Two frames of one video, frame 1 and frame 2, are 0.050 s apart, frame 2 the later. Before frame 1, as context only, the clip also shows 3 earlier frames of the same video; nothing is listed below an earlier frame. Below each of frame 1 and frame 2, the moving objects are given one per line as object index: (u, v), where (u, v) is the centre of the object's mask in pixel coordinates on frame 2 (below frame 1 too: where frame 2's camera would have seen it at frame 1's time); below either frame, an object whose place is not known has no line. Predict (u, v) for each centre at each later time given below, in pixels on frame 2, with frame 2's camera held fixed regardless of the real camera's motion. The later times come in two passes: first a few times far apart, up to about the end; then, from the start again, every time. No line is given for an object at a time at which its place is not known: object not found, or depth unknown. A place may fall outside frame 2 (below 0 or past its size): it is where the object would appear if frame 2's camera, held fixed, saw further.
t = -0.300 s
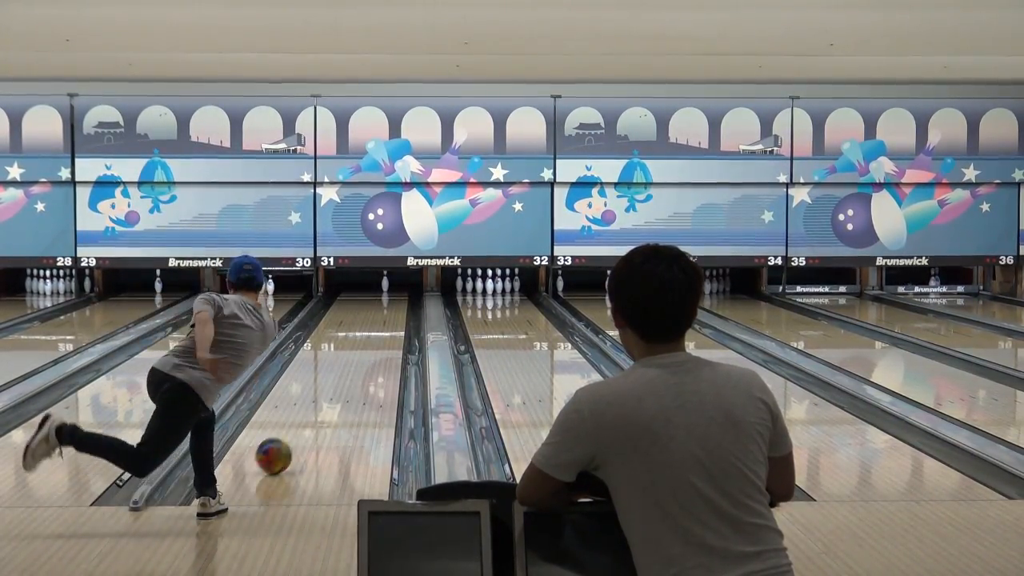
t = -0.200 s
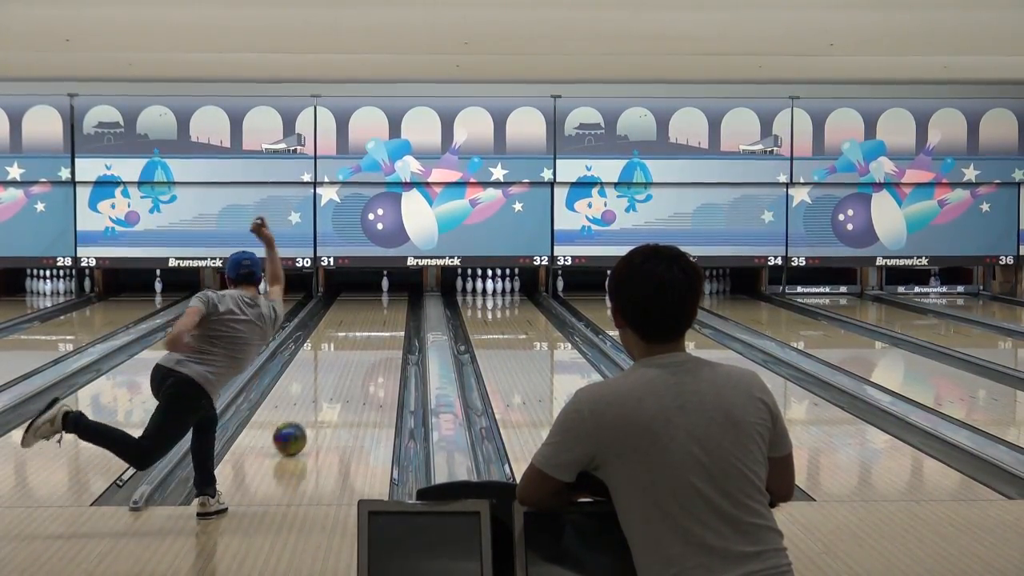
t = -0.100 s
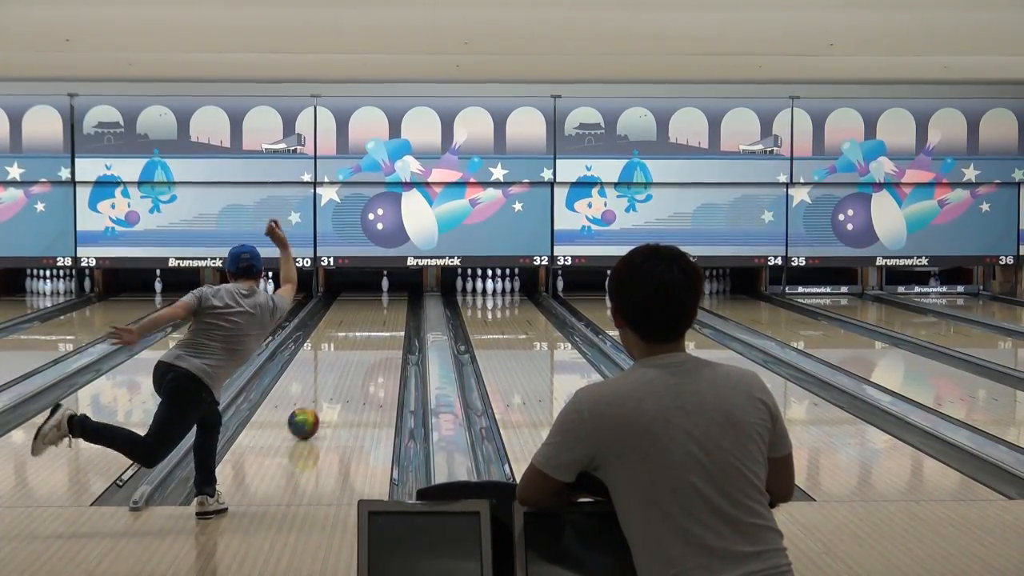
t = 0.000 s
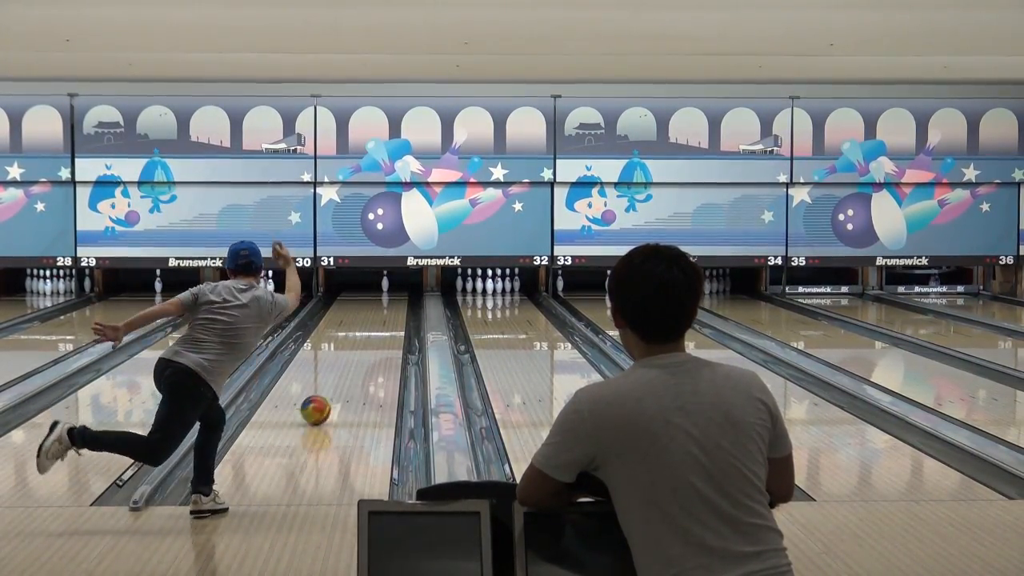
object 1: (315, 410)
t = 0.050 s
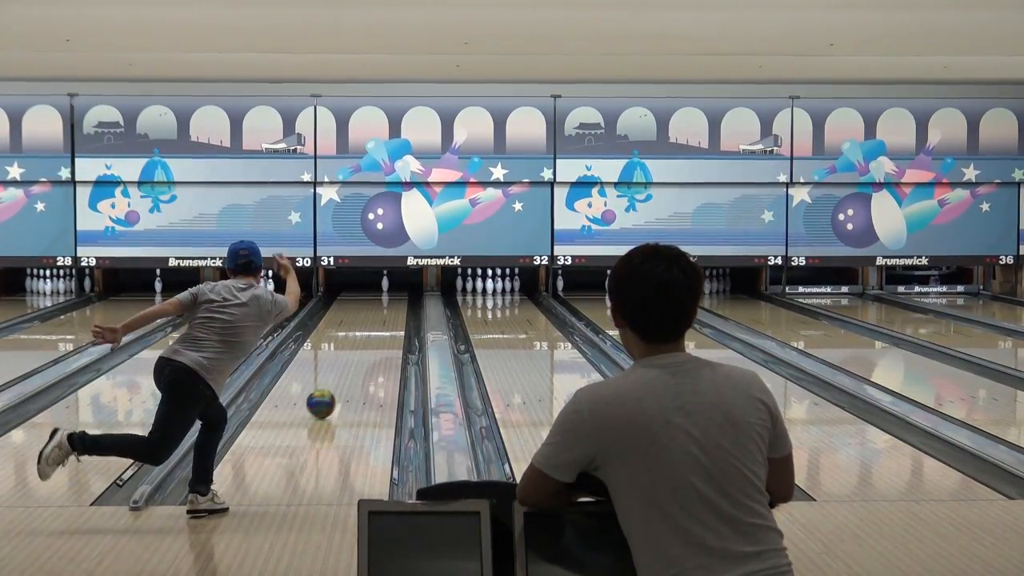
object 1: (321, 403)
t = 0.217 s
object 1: (336, 385)
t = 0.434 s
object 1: (352, 365)
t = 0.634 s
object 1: (363, 350)
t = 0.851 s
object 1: (371, 337)
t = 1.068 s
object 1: (377, 326)
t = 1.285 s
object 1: (381, 316)
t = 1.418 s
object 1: (382, 312)
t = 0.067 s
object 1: (322, 402)
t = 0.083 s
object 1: (324, 400)
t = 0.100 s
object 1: (326, 398)
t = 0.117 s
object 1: (327, 396)
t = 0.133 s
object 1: (329, 394)
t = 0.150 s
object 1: (331, 392)
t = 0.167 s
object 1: (332, 390)
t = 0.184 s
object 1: (333, 389)
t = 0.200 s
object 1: (335, 387)
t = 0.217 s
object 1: (336, 385)
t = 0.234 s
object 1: (338, 384)
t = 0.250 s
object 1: (339, 382)
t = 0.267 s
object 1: (340, 380)
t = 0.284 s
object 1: (342, 379)
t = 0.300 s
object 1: (343, 377)
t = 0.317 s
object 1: (344, 376)
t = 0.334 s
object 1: (345, 375)
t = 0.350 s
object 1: (347, 373)
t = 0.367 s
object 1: (348, 371)
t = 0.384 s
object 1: (349, 370)
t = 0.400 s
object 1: (350, 368)
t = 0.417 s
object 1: (351, 367)
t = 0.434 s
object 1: (352, 365)
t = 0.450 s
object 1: (353, 364)
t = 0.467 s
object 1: (354, 363)
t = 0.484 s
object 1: (355, 362)
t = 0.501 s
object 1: (356, 360)
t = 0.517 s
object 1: (357, 359)
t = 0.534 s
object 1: (358, 358)
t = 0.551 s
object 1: (359, 357)
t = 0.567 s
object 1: (360, 355)
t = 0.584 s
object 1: (361, 355)
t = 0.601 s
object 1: (361, 354)
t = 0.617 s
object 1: (362, 352)
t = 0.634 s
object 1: (363, 350)
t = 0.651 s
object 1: (364, 349)
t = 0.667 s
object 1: (364, 348)
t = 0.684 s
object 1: (365, 347)
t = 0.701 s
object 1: (366, 346)
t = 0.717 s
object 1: (366, 345)
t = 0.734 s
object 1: (367, 345)
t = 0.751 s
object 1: (367, 343)
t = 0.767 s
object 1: (368, 342)
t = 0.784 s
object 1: (369, 341)
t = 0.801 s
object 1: (369, 340)
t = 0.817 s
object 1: (370, 339)
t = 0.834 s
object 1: (371, 338)
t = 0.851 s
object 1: (371, 337)
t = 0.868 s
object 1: (372, 336)
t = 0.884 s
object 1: (372, 336)
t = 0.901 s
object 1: (373, 335)
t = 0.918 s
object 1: (374, 334)
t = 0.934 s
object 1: (374, 333)
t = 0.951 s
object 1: (374, 332)
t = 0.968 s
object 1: (375, 331)
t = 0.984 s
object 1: (375, 330)
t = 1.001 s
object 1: (376, 329)
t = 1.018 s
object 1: (376, 328)
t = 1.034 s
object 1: (376, 328)
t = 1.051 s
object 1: (377, 327)
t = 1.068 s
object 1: (377, 326)
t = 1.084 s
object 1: (377, 326)
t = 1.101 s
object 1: (378, 324)
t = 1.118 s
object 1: (378, 323)
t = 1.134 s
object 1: (378, 323)
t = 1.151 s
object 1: (379, 323)
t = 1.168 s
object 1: (379, 322)
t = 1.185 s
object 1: (380, 321)
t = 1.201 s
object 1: (379, 320)
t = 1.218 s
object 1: (380, 320)
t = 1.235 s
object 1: (380, 319)
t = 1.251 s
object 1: (380, 318)
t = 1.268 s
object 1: (380, 317)
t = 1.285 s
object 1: (381, 316)
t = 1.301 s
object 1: (381, 316)
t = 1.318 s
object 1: (381, 315)
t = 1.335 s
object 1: (381, 315)
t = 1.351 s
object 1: (382, 314)
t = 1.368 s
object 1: (382, 314)
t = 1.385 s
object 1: (382, 313)
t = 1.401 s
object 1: (382, 312)
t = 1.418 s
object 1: (382, 312)
